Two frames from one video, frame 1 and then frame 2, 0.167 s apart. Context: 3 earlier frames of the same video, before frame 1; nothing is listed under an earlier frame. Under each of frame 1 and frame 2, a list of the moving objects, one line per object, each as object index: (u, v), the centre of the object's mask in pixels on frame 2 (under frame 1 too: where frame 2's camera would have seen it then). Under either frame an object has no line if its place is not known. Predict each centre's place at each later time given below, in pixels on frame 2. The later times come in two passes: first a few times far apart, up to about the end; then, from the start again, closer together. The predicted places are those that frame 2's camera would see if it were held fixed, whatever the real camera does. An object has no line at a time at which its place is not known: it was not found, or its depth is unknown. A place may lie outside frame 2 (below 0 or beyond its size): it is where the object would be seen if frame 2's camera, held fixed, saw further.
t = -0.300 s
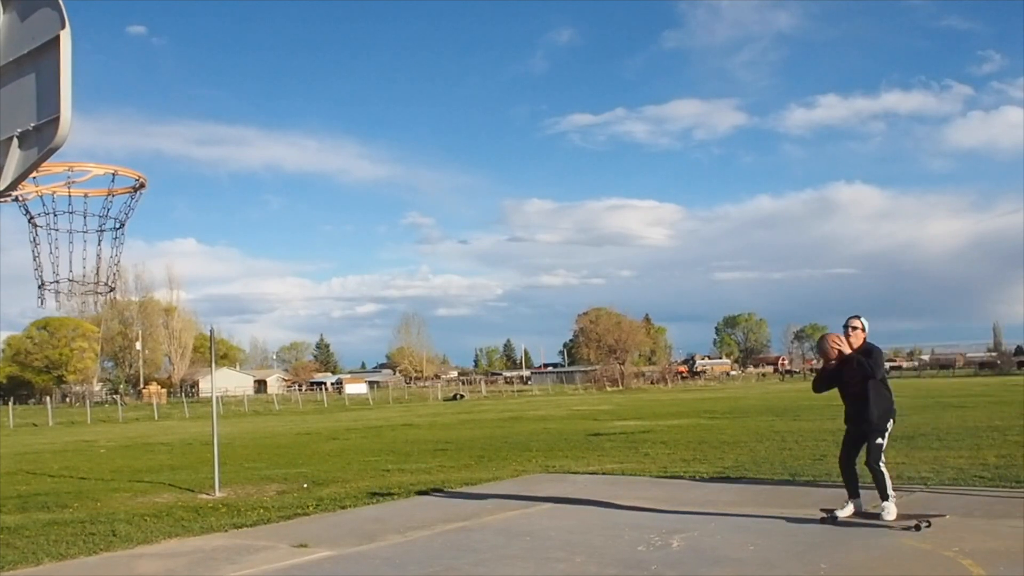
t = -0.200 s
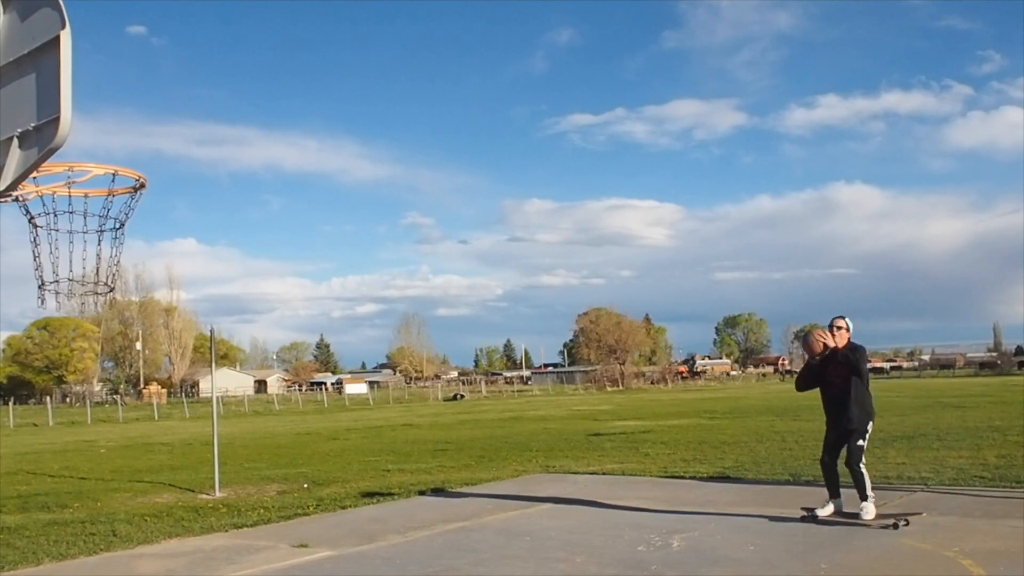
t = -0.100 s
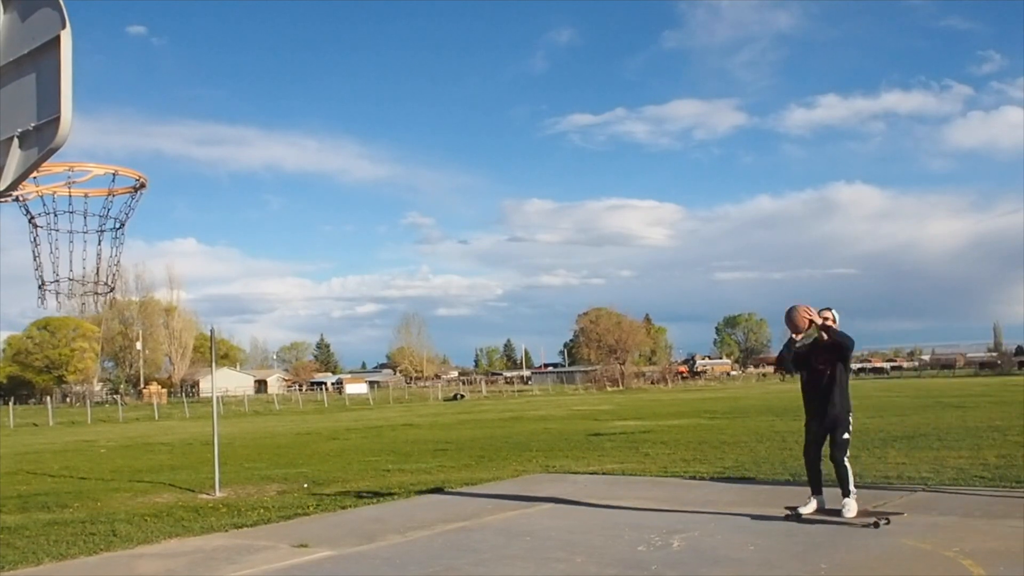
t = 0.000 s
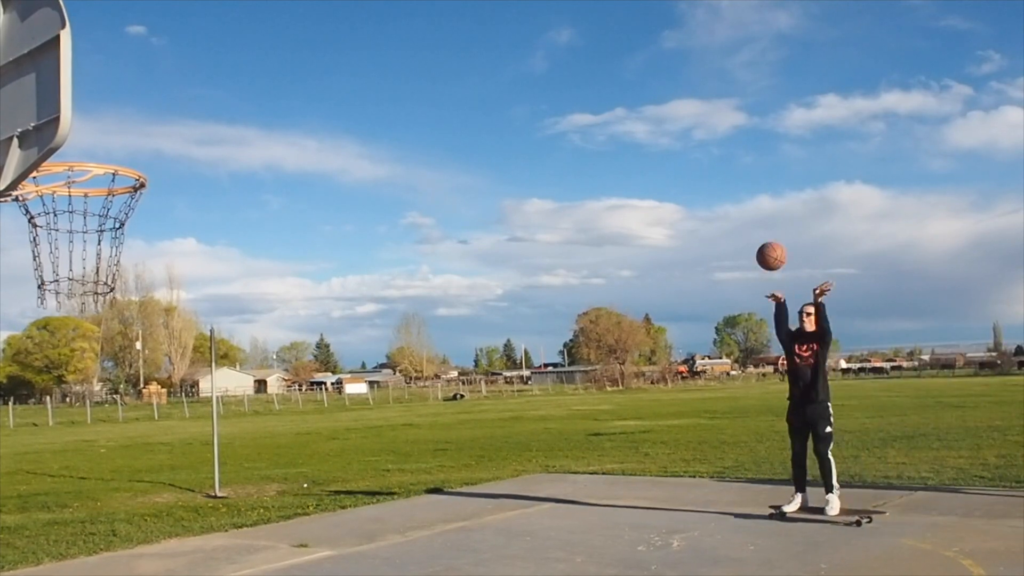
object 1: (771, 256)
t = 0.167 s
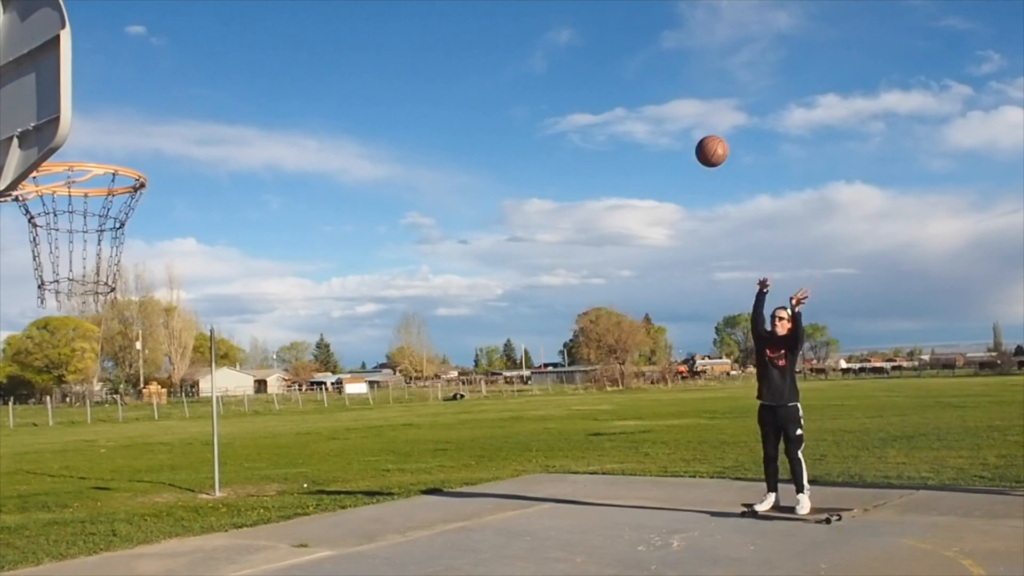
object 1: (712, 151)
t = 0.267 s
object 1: (672, 97)
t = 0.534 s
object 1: (540, 9)
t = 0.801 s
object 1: (350, 13)
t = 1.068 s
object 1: (57, 208)
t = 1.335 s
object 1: (71, 252)
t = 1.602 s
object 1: (98, 360)
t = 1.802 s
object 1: (120, 556)
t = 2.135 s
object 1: (142, 567)
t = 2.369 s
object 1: (153, 509)
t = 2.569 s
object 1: (165, 552)
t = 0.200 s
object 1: (699, 132)
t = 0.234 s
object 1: (685, 115)
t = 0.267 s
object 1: (672, 97)
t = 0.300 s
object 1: (658, 81)
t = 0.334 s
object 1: (643, 66)
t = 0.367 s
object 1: (627, 52)
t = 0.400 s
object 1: (611, 40)
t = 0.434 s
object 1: (594, 28)
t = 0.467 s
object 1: (577, 18)
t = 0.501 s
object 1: (559, 13)
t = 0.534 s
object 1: (540, 9)
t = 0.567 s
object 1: (520, 7)
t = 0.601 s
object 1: (499, 5)
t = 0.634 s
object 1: (477, 4)
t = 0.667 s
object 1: (455, 4)
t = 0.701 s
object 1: (430, 4)
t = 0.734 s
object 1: (405, 6)
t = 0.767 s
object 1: (378, 9)
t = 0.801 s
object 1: (350, 13)
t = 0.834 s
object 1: (320, 19)
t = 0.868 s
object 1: (288, 31)
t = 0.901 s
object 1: (253, 49)
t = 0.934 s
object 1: (217, 71)
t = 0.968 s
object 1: (177, 98)
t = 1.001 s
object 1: (135, 129)
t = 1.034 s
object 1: (93, 163)
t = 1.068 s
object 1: (57, 208)
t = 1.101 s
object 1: (41, 219)
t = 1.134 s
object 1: (43, 224)
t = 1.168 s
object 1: (46, 228)
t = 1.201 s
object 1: (51, 231)
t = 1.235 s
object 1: (56, 234)
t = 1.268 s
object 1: (61, 238)
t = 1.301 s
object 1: (67, 244)
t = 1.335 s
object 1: (71, 252)
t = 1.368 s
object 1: (76, 259)
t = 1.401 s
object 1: (80, 266)
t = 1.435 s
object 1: (83, 275)
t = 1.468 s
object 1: (87, 287)
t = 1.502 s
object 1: (90, 300)
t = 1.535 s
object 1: (93, 317)
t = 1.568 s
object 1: (96, 337)
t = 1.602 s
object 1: (98, 360)
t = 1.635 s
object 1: (102, 386)
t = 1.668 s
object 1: (105, 416)
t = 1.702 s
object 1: (108, 448)
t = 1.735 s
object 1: (112, 483)
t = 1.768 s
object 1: (115, 522)
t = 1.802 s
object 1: (120, 556)
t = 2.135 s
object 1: (142, 567)
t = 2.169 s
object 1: (143, 558)
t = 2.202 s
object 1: (144, 548)
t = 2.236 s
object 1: (146, 536)
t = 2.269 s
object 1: (147, 524)
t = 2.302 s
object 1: (149, 516)
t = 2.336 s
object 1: (151, 511)
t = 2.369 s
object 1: (153, 509)
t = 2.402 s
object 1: (154, 509)
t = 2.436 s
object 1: (156, 513)
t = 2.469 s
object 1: (158, 519)
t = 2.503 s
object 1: (160, 529)
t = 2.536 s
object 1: (162, 542)
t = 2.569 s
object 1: (165, 552)
